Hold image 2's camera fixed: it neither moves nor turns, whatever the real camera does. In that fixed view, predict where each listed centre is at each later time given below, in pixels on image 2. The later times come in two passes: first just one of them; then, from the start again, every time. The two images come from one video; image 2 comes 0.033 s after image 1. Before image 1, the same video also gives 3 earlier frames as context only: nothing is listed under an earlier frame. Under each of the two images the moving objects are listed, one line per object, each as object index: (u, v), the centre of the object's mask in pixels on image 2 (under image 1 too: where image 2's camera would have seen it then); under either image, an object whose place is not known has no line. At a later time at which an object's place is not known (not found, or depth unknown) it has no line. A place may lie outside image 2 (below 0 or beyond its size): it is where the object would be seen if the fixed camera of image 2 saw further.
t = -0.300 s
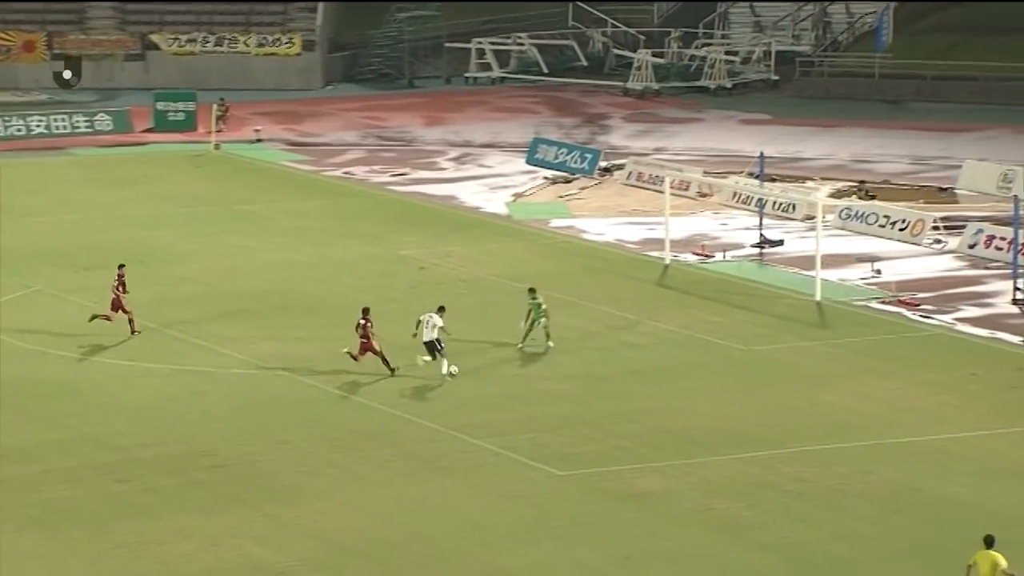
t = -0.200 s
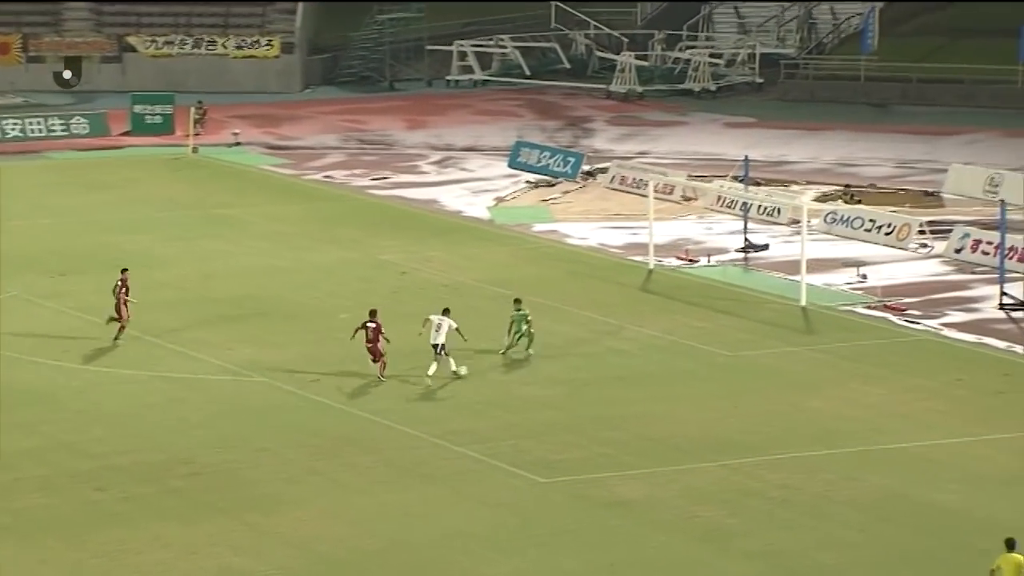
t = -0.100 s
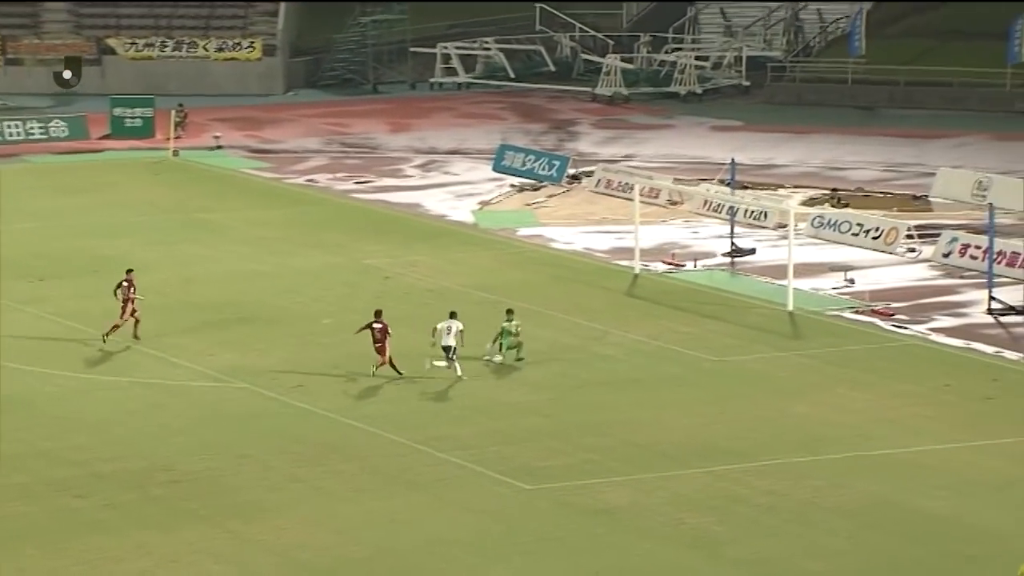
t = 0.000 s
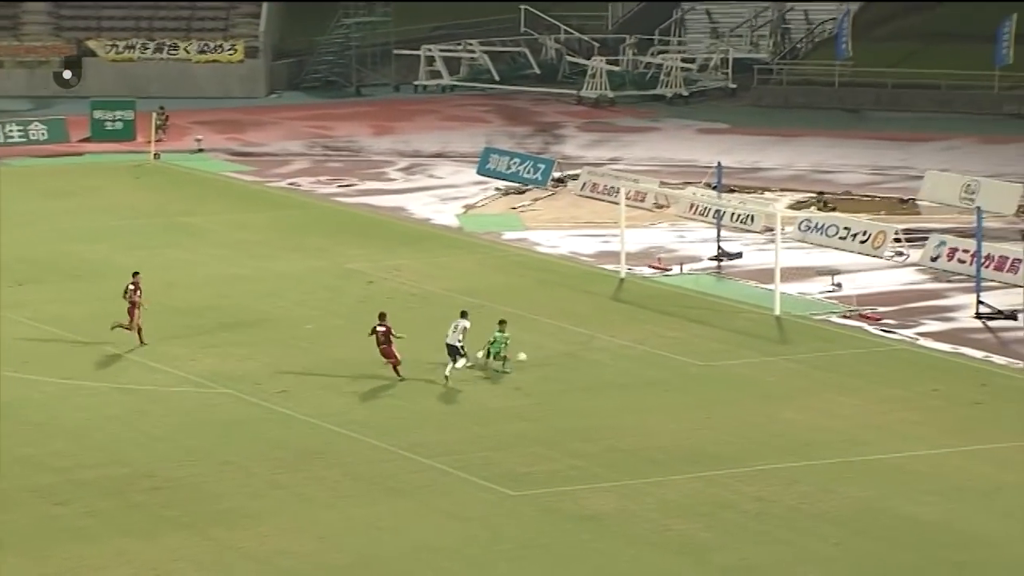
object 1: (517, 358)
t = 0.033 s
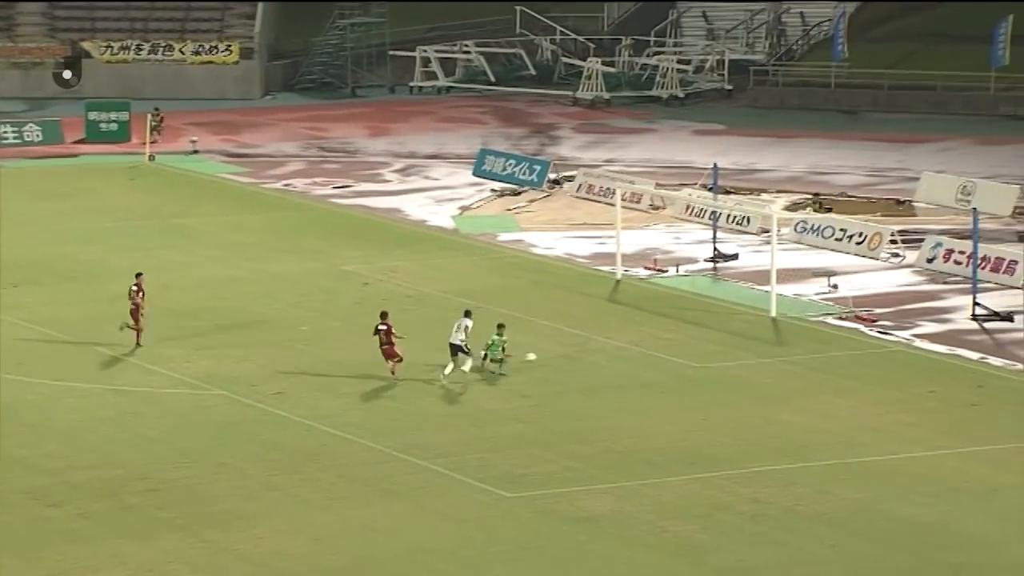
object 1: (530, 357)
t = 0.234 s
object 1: (616, 356)
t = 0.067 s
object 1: (544, 356)
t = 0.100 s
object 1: (557, 355)
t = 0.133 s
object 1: (571, 355)
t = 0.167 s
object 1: (587, 355)
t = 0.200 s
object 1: (601, 355)
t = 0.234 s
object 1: (616, 356)
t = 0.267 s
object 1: (631, 358)
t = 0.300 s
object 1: (647, 359)
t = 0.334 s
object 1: (662, 361)
